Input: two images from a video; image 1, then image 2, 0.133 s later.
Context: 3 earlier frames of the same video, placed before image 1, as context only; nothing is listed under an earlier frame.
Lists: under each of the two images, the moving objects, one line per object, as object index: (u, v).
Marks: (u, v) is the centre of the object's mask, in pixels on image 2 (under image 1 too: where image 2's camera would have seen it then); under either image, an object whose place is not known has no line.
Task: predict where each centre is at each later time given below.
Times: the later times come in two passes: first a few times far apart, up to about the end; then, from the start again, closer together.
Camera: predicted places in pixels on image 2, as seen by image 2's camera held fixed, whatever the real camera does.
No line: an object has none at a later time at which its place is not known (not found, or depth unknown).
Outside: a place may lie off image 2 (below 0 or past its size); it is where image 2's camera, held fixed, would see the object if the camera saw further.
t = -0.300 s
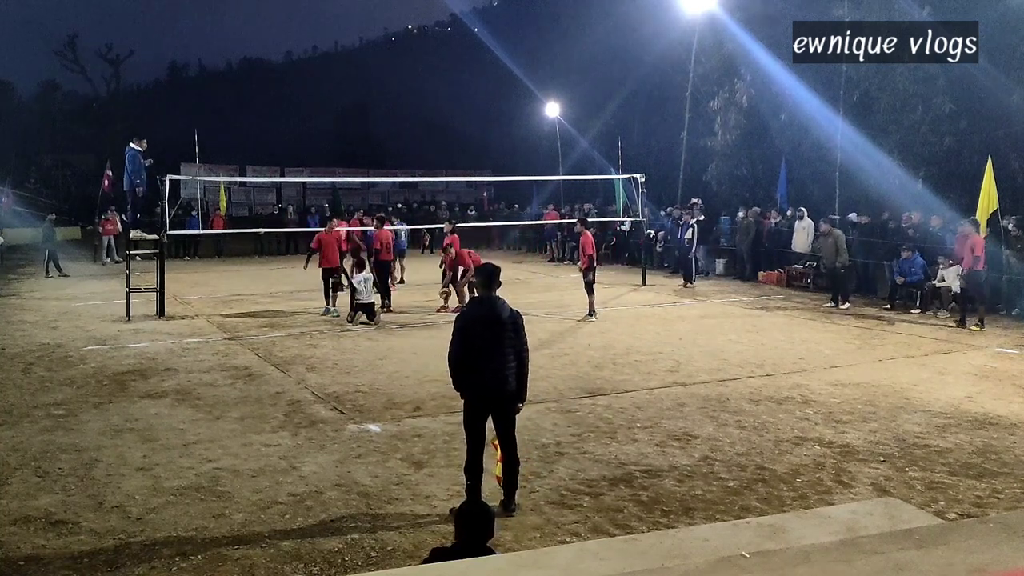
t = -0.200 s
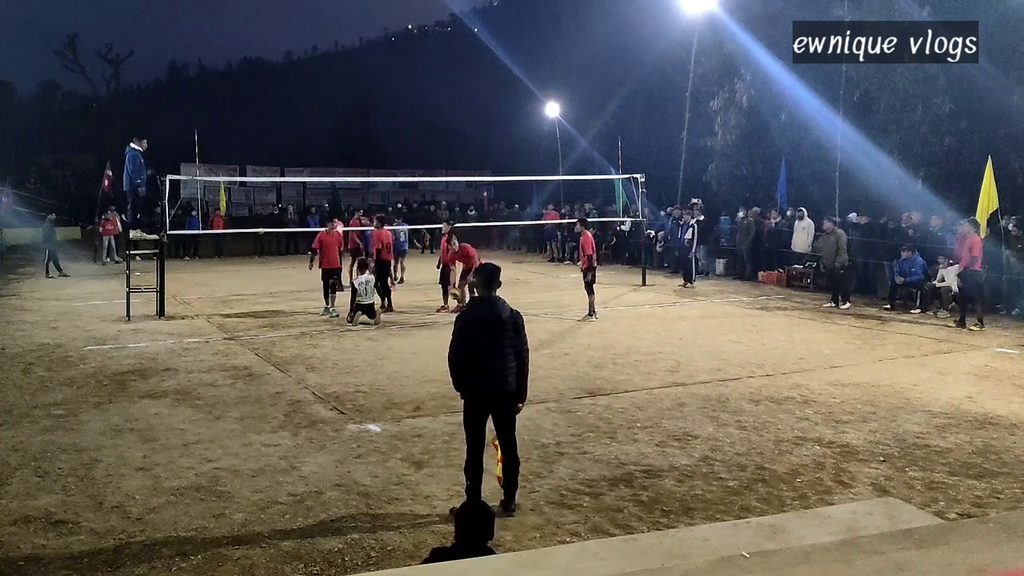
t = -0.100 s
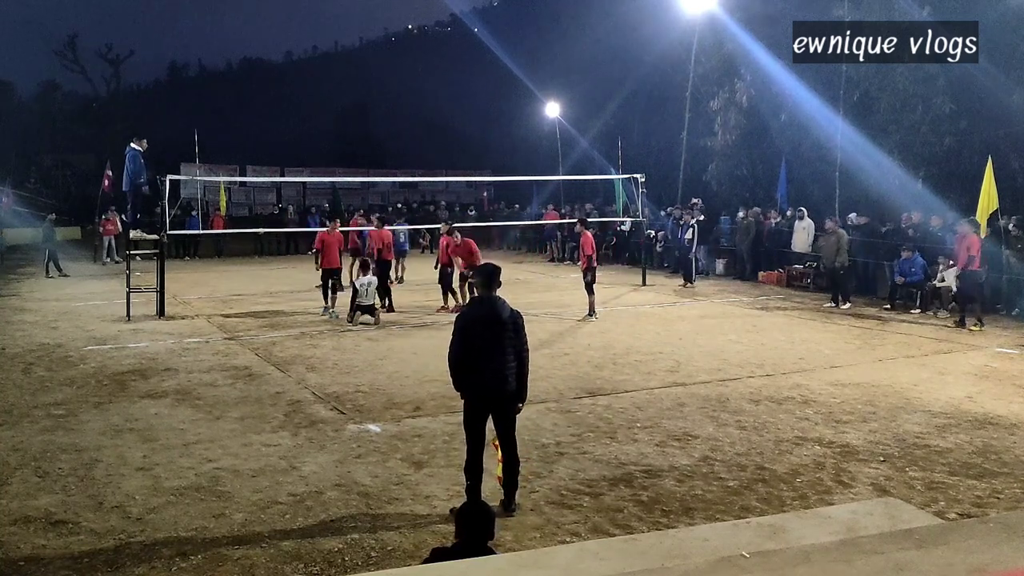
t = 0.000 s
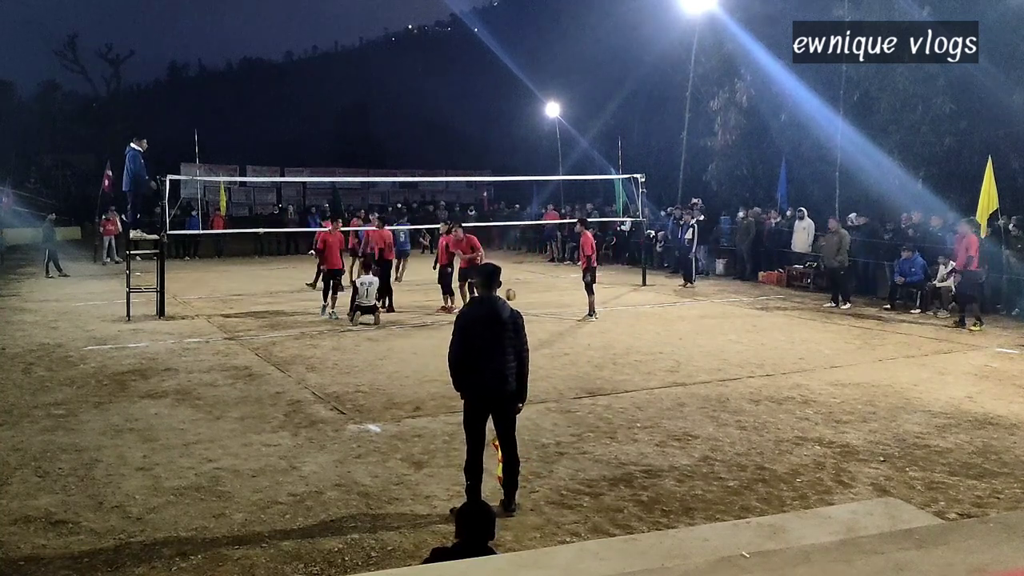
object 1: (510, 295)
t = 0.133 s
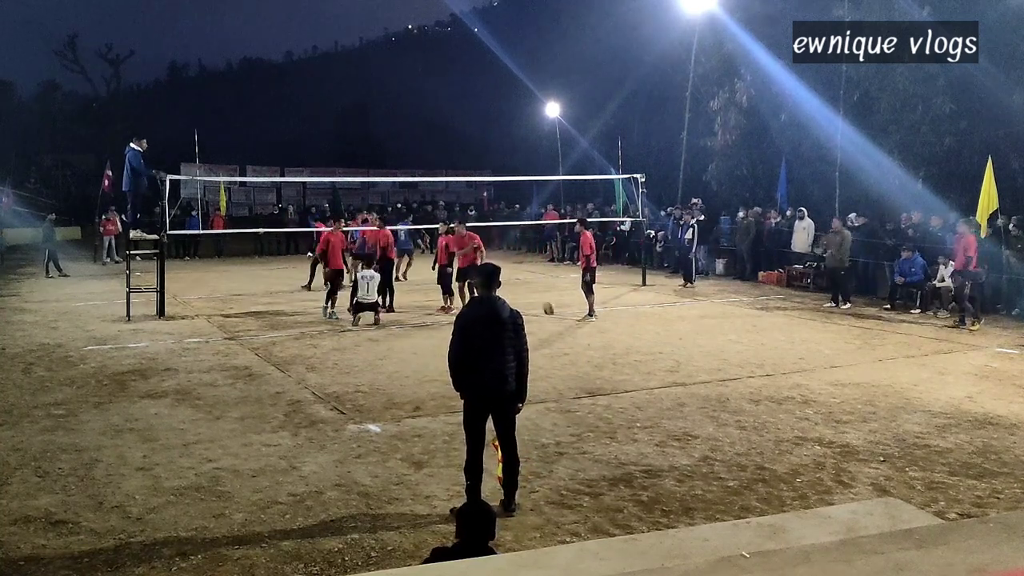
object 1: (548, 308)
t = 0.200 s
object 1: (569, 320)
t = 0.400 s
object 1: (621, 319)
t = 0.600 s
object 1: (670, 331)
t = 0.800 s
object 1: (724, 335)
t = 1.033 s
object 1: (793, 347)
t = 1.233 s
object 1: (854, 354)
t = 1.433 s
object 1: (921, 359)
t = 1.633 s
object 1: (992, 367)
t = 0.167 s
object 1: (557, 313)
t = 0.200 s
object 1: (569, 320)
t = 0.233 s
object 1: (578, 326)
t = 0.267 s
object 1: (588, 326)
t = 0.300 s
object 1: (596, 323)
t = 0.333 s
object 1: (603, 321)
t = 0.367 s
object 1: (611, 320)
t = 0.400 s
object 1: (621, 319)
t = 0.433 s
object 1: (629, 319)
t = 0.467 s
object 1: (636, 320)
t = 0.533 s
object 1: (654, 323)
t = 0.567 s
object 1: (662, 327)
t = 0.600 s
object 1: (670, 331)
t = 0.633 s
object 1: (679, 336)
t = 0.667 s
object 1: (688, 339)
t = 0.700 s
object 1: (697, 337)
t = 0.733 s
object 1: (706, 335)
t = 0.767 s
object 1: (714, 335)
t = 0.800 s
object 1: (724, 335)
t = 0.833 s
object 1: (735, 335)
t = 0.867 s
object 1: (744, 337)
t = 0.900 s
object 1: (752, 341)
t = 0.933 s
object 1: (761, 344)
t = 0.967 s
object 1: (771, 348)
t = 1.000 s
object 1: (783, 348)
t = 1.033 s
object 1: (793, 347)
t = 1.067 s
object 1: (801, 346)
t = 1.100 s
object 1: (812, 346)
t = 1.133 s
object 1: (823, 346)
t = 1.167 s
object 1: (834, 348)
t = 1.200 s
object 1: (845, 350)
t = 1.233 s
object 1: (854, 354)
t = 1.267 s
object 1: (865, 358)
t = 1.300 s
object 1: (876, 360)
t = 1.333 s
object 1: (888, 358)
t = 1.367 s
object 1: (899, 357)
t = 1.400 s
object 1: (909, 358)
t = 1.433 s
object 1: (921, 359)
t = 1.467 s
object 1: (932, 361)
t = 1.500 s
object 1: (944, 364)
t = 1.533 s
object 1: (957, 368)
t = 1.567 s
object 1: (967, 370)
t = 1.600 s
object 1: (979, 368)
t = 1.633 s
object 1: (992, 367)
